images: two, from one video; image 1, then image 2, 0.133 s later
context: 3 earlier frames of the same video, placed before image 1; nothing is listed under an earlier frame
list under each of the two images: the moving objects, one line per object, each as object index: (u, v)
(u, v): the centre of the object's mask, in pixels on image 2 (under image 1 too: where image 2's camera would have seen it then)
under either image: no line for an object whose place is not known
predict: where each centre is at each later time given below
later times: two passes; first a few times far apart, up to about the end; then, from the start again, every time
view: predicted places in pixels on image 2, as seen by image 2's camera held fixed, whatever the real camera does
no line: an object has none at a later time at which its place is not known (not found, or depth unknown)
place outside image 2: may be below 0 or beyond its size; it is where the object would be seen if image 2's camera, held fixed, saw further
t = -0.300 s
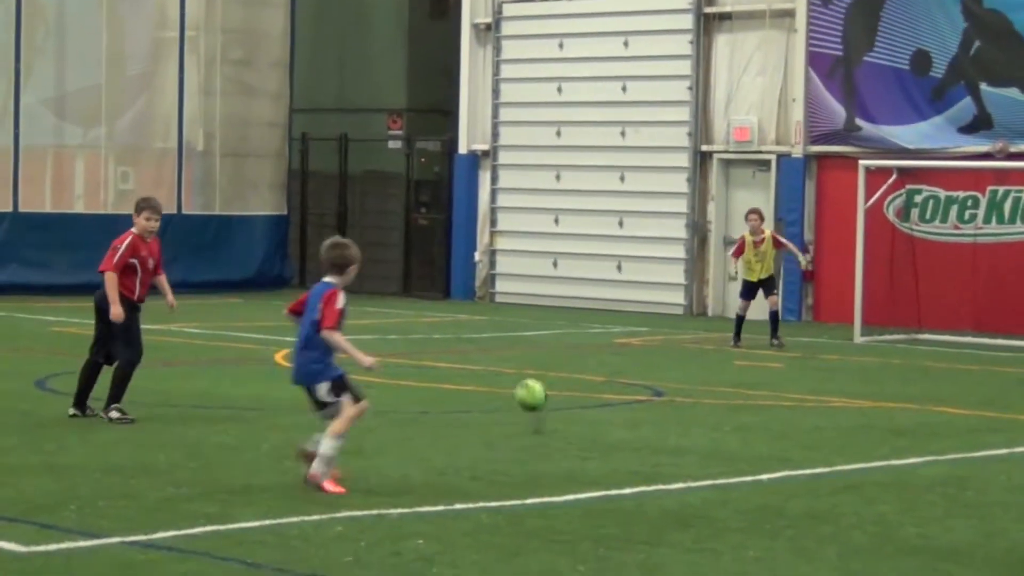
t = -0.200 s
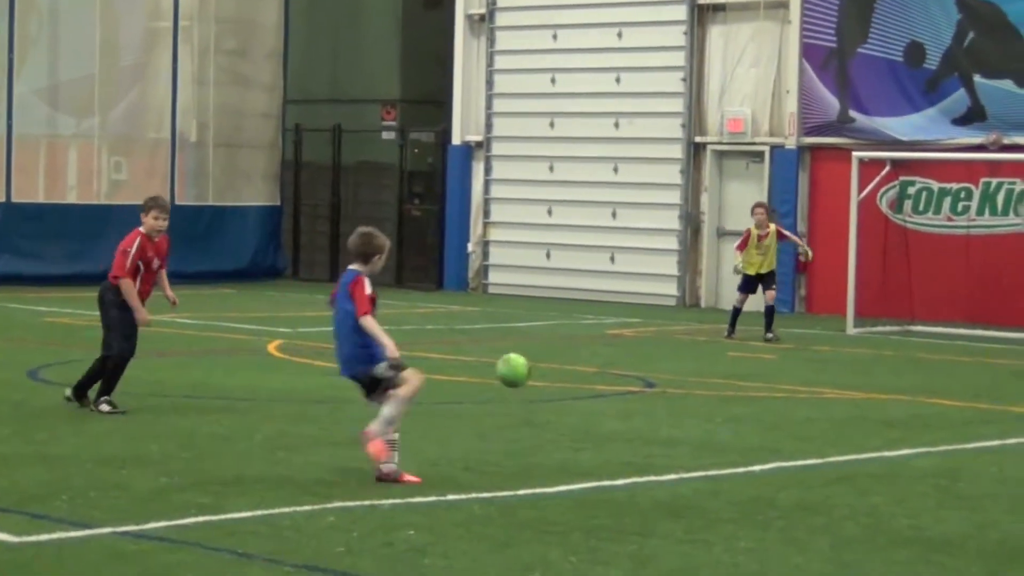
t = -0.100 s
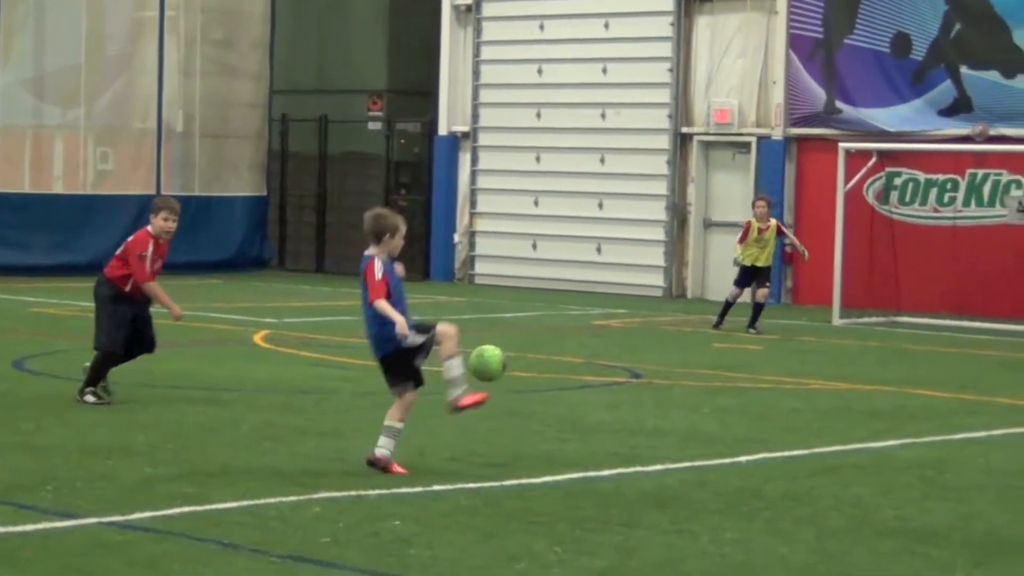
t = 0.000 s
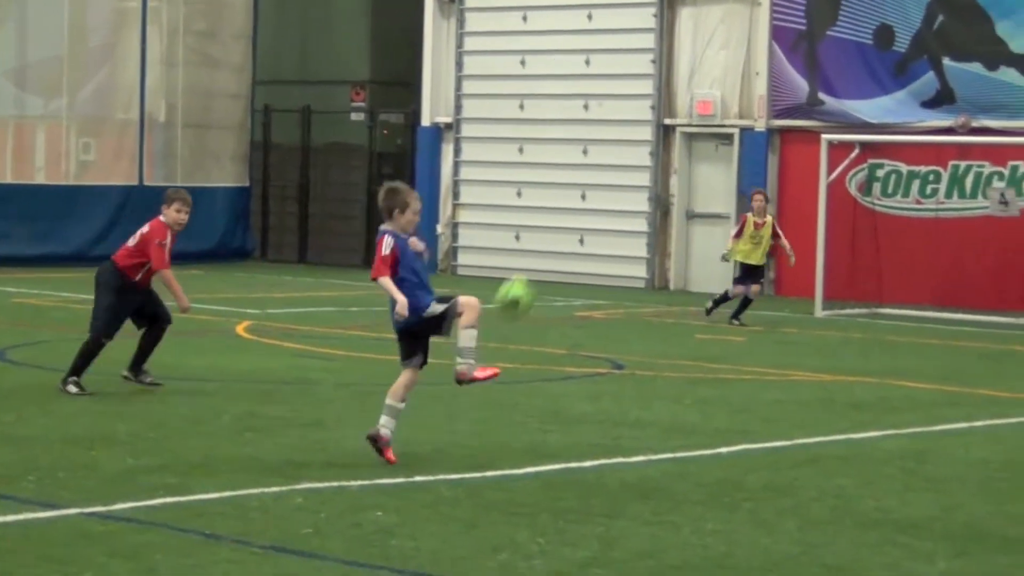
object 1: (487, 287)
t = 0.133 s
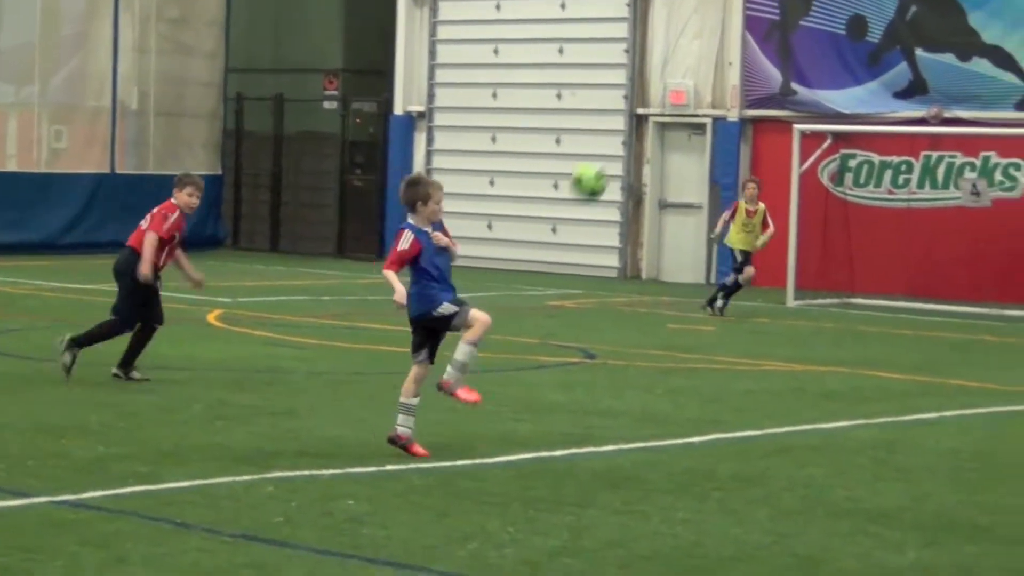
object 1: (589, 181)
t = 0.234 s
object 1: (661, 126)
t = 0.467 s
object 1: (819, 65)
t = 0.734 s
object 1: (981, 106)
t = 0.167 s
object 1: (614, 159)
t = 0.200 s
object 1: (638, 141)
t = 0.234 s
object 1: (661, 126)
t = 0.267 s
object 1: (684, 110)
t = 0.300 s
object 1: (709, 98)
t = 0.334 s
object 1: (731, 88)
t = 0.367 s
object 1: (753, 79)
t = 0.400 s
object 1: (776, 73)
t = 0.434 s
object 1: (798, 68)
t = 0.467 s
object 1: (819, 65)
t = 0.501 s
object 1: (841, 63)
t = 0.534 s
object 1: (862, 64)
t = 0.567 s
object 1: (882, 67)
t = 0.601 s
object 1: (903, 71)
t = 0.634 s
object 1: (923, 78)
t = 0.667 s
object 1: (943, 85)
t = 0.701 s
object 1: (962, 95)
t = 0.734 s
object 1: (981, 106)
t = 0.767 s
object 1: (1000, 120)
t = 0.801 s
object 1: (1019, 135)
